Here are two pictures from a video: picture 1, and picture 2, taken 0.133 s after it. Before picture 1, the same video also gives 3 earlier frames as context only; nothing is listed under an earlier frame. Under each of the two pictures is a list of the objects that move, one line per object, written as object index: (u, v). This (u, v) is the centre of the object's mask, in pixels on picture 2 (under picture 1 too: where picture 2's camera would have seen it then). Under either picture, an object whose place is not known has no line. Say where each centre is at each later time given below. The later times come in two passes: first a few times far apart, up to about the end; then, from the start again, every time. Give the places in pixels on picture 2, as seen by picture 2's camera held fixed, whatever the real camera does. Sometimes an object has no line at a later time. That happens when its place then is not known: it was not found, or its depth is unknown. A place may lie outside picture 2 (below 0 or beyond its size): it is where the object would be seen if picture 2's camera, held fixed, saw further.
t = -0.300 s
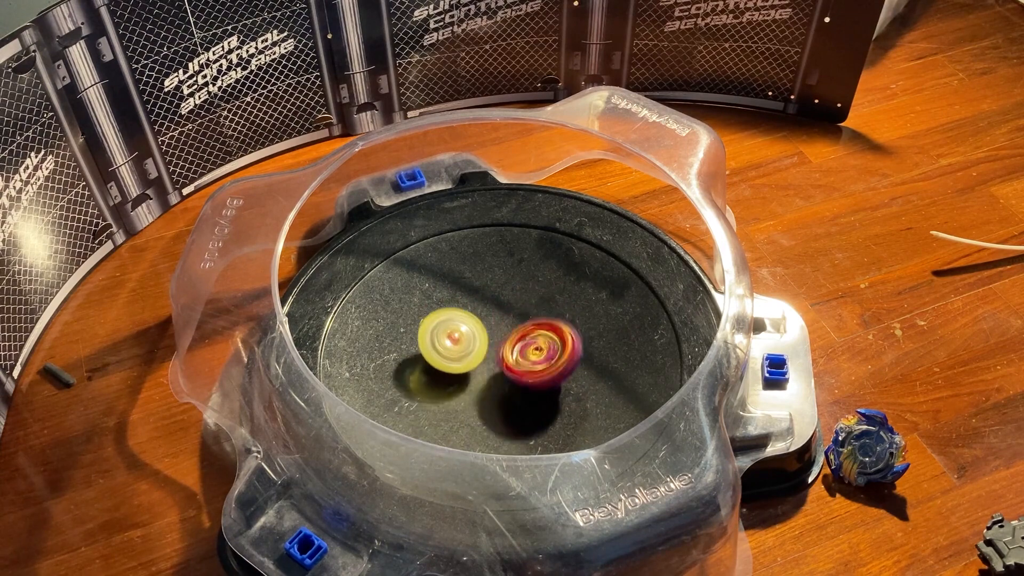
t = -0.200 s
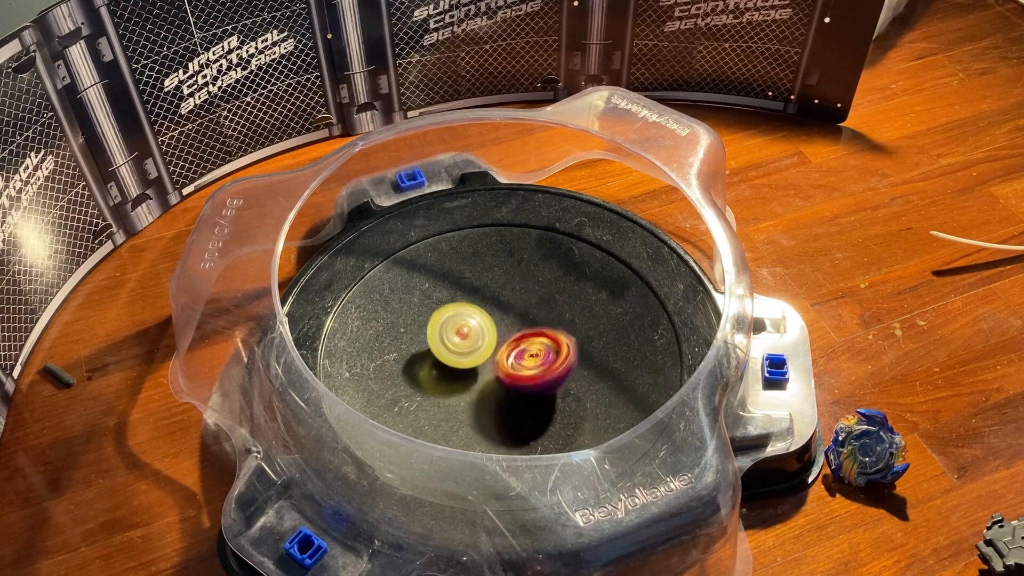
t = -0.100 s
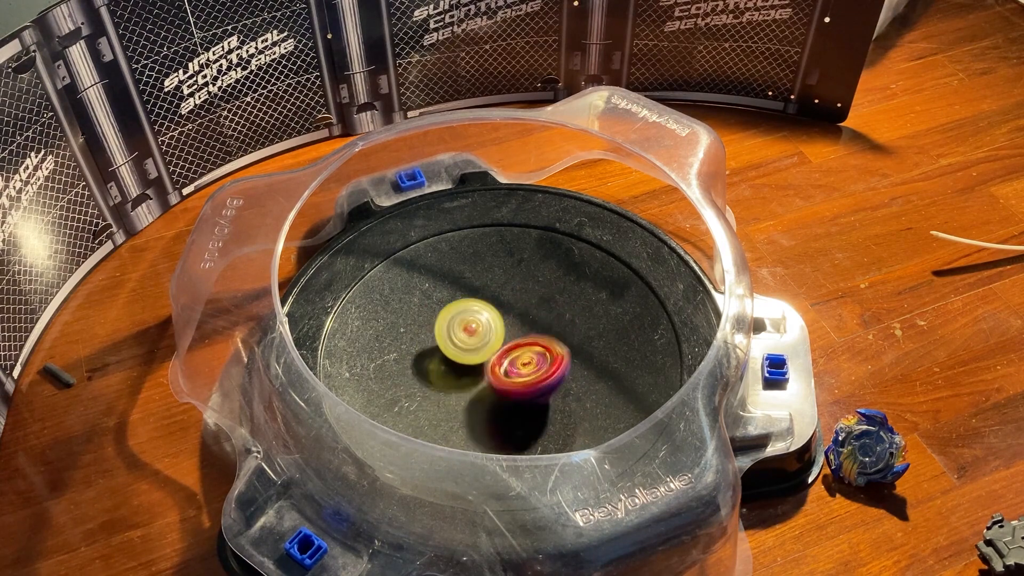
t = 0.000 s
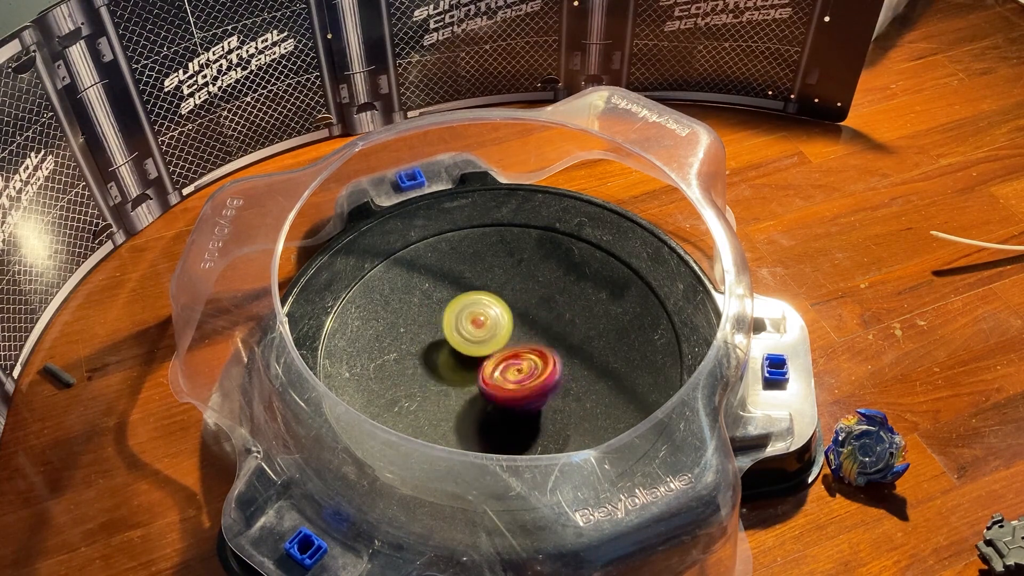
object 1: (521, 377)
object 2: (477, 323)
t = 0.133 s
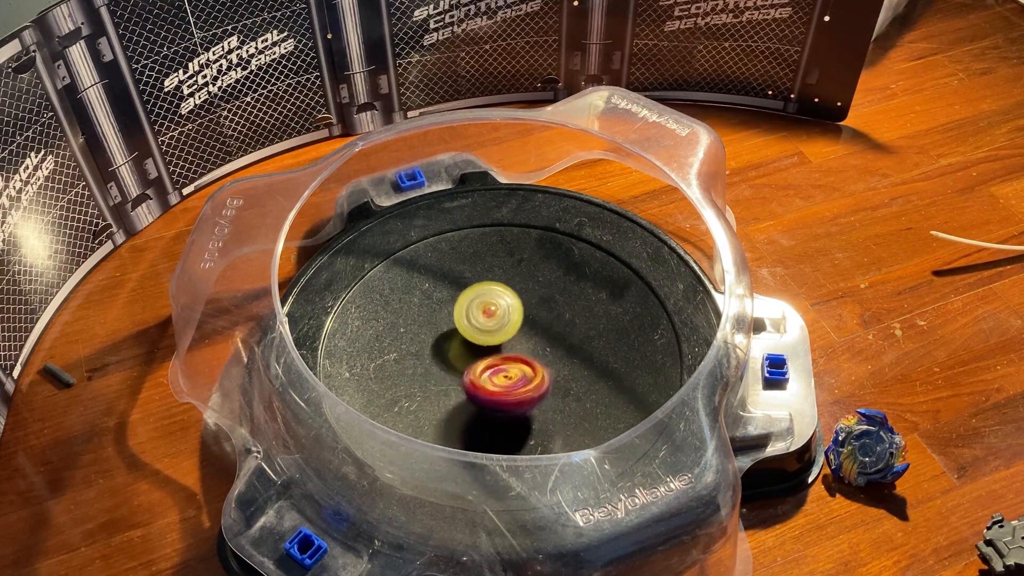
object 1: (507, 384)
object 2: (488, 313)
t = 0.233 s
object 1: (497, 382)
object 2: (494, 314)
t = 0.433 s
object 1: (474, 374)
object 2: (513, 309)
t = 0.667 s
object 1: (464, 359)
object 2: (549, 301)
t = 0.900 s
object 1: (479, 350)
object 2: (544, 312)
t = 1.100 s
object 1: (475, 359)
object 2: (547, 319)
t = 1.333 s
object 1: (462, 366)
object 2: (522, 324)
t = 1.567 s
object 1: (453, 361)
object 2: (515, 313)
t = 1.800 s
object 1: (452, 363)
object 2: (551, 286)
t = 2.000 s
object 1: (465, 368)
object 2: (545, 301)
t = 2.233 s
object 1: (466, 382)
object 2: (527, 341)
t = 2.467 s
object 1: (463, 379)
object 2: (535, 332)
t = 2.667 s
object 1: (475, 371)
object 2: (538, 327)
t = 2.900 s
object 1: (484, 373)
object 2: (534, 320)
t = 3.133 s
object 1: (483, 376)
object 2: (533, 321)
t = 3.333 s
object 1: (482, 370)
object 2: (522, 321)
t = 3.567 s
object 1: (457, 326)
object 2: (540, 318)
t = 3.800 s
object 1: (446, 301)
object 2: (523, 327)
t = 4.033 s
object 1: (450, 306)
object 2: (494, 363)
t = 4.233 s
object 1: (458, 300)
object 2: (467, 372)
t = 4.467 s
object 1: (452, 304)
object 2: (462, 373)
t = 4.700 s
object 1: (449, 308)
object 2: (479, 377)
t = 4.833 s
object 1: (455, 304)
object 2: (482, 379)
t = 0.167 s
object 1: (503, 384)
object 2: (490, 312)
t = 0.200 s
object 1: (500, 383)
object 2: (492, 313)
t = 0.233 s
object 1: (497, 382)
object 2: (494, 314)
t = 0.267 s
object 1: (493, 380)
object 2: (496, 316)
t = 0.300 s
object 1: (490, 378)
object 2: (497, 318)
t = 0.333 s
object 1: (485, 377)
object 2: (500, 317)
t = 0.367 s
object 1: (479, 378)
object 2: (506, 312)
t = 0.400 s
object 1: (475, 376)
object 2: (511, 309)
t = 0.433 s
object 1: (474, 374)
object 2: (513, 309)
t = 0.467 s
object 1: (473, 371)
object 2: (514, 312)
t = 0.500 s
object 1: (472, 368)
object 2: (514, 314)
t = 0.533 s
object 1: (472, 365)
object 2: (514, 316)
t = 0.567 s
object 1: (466, 365)
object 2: (526, 311)
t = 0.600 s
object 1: (463, 364)
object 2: (538, 304)
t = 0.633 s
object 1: (462, 362)
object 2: (546, 301)
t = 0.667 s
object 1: (464, 359)
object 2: (549, 301)
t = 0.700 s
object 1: (466, 357)
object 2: (549, 303)
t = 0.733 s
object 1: (468, 356)
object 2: (548, 304)
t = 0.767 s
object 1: (471, 354)
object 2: (546, 306)
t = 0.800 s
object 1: (474, 353)
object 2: (544, 308)
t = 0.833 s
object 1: (477, 352)
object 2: (543, 310)
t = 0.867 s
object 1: (480, 351)
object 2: (541, 312)
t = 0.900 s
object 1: (479, 350)
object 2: (544, 312)
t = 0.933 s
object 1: (478, 352)
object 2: (548, 310)
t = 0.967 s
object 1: (477, 353)
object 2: (549, 312)
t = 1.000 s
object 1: (479, 352)
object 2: (547, 315)
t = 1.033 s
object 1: (482, 354)
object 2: (546, 317)
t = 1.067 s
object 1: (479, 357)
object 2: (543, 319)
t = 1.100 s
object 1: (475, 359)
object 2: (547, 319)
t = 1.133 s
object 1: (471, 362)
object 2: (548, 318)
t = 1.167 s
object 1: (469, 364)
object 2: (547, 319)
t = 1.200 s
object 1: (468, 365)
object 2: (542, 321)
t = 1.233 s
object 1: (467, 366)
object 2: (538, 322)
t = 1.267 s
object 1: (465, 366)
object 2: (533, 322)
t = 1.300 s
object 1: (463, 366)
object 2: (528, 323)
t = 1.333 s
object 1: (462, 366)
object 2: (522, 324)
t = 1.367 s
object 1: (461, 365)
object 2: (517, 323)
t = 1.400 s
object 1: (460, 365)
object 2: (512, 323)
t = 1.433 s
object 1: (457, 365)
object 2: (512, 320)
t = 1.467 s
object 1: (455, 363)
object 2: (513, 318)
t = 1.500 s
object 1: (456, 361)
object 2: (511, 317)
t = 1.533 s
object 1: (458, 360)
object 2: (510, 317)
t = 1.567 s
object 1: (453, 361)
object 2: (515, 313)
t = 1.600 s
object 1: (447, 361)
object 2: (526, 304)
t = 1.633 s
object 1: (445, 362)
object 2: (535, 300)
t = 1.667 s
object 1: (446, 361)
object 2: (541, 294)
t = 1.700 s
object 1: (448, 361)
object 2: (544, 290)
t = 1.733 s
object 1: (449, 362)
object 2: (548, 287)
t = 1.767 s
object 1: (451, 362)
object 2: (549, 285)
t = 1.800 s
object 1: (452, 363)
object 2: (551, 286)
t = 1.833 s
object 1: (454, 363)
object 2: (551, 286)
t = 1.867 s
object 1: (457, 364)
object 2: (550, 289)
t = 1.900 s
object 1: (459, 365)
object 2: (550, 291)
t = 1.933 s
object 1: (460, 366)
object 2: (547, 294)
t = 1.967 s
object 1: (463, 367)
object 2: (547, 297)
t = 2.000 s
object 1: (465, 368)
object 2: (545, 301)
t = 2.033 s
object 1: (468, 370)
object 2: (542, 307)
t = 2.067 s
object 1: (469, 371)
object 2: (539, 312)
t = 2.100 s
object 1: (471, 372)
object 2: (533, 320)
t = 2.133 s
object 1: (473, 374)
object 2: (529, 328)
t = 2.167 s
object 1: (471, 377)
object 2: (526, 335)
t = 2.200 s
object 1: (466, 381)
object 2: (527, 339)
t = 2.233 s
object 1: (466, 382)
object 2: (527, 341)
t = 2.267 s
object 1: (464, 383)
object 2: (531, 339)
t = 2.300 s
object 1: (461, 384)
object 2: (536, 336)
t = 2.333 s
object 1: (461, 383)
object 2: (540, 333)
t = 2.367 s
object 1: (461, 382)
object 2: (540, 333)
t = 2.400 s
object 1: (461, 381)
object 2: (538, 334)
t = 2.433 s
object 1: (462, 381)
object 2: (536, 333)
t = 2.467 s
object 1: (463, 379)
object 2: (535, 332)
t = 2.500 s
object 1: (465, 379)
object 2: (535, 332)
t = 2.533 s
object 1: (467, 378)
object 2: (535, 332)
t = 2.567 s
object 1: (470, 376)
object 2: (533, 331)
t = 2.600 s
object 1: (471, 374)
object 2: (533, 331)
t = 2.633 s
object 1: (476, 372)
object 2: (532, 330)
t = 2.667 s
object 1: (475, 371)
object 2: (538, 327)
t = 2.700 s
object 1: (476, 370)
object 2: (539, 324)
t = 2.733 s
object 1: (477, 369)
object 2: (541, 323)
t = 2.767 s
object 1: (479, 369)
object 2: (539, 323)
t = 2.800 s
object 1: (480, 371)
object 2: (539, 322)
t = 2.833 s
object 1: (482, 372)
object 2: (537, 322)
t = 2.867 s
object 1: (484, 372)
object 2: (536, 320)
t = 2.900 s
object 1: (484, 373)
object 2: (534, 320)
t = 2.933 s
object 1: (485, 374)
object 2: (533, 319)
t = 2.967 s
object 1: (486, 373)
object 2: (532, 319)
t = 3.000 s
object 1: (487, 374)
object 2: (531, 319)
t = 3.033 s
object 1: (488, 374)
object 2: (530, 319)
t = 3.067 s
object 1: (487, 375)
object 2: (532, 317)
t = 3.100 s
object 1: (484, 376)
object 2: (535, 318)
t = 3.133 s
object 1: (483, 376)
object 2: (533, 321)
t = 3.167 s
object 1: (482, 376)
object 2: (531, 323)
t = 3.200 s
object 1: (482, 375)
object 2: (528, 323)
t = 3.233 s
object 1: (482, 374)
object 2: (525, 322)
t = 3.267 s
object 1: (482, 373)
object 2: (524, 322)
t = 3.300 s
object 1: (481, 371)
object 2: (523, 321)
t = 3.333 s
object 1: (482, 370)
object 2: (522, 321)
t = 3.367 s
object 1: (482, 368)
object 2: (523, 321)
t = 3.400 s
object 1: (476, 363)
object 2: (532, 322)
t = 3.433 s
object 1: (472, 356)
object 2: (537, 318)
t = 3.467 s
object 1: (468, 350)
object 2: (541, 319)
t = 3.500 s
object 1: (464, 342)
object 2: (541, 318)
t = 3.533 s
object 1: (460, 334)
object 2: (541, 318)
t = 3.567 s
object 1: (457, 326)
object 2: (540, 318)
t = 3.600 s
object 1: (455, 320)
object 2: (538, 318)
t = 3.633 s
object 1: (452, 313)
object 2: (537, 317)
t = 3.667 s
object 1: (449, 308)
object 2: (536, 318)
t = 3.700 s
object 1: (448, 305)
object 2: (535, 319)
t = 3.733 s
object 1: (447, 300)
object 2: (533, 322)
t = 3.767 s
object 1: (446, 302)
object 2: (528, 325)
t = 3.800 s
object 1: (446, 301)
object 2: (523, 327)
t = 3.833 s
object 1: (448, 302)
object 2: (517, 331)
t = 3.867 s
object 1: (447, 304)
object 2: (512, 336)
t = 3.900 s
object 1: (446, 305)
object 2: (508, 340)
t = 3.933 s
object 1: (445, 306)
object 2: (506, 347)
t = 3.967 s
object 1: (446, 306)
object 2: (503, 353)
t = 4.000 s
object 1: (448, 306)
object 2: (499, 358)
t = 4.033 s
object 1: (450, 306)
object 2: (494, 363)
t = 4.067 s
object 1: (452, 305)
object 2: (490, 367)
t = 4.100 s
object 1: (455, 304)
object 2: (484, 370)
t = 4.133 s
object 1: (456, 302)
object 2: (479, 372)
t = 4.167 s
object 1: (457, 301)
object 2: (474, 373)
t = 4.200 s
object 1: (458, 300)
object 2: (471, 372)
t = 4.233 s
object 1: (458, 300)
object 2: (467, 372)
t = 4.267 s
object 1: (457, 301)
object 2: (463, 370)
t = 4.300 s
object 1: (456, 302)
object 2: (463, 368)
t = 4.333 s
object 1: (456, 301)
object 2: (462, 368)
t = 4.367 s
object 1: (456, 302)
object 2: (460, 369)
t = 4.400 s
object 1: (455, 302)
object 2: (460, 369)
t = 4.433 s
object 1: (454, 303)
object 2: (460, 371)
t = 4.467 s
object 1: (452, 304)
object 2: (462, 373)
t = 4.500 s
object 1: (450, 305)
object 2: (463, 372)
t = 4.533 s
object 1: (449, 306)
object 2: (467, 370)
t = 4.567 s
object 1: (447, 306)
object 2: (470, 371)
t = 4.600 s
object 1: (447, 308)
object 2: (472, 374)
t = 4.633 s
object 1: (447, 308)
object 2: (476, 373)
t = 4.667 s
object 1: (448, 308)
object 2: (478, 376)
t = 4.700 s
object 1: (449, 308)
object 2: (479, 377)
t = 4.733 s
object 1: (451, 307)
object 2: (479, 379)
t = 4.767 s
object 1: (453, 306)
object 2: (482, 379)
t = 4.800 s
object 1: (454, 305)
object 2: (482, 380)
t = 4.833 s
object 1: (455, 304)
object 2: (482, 379)
